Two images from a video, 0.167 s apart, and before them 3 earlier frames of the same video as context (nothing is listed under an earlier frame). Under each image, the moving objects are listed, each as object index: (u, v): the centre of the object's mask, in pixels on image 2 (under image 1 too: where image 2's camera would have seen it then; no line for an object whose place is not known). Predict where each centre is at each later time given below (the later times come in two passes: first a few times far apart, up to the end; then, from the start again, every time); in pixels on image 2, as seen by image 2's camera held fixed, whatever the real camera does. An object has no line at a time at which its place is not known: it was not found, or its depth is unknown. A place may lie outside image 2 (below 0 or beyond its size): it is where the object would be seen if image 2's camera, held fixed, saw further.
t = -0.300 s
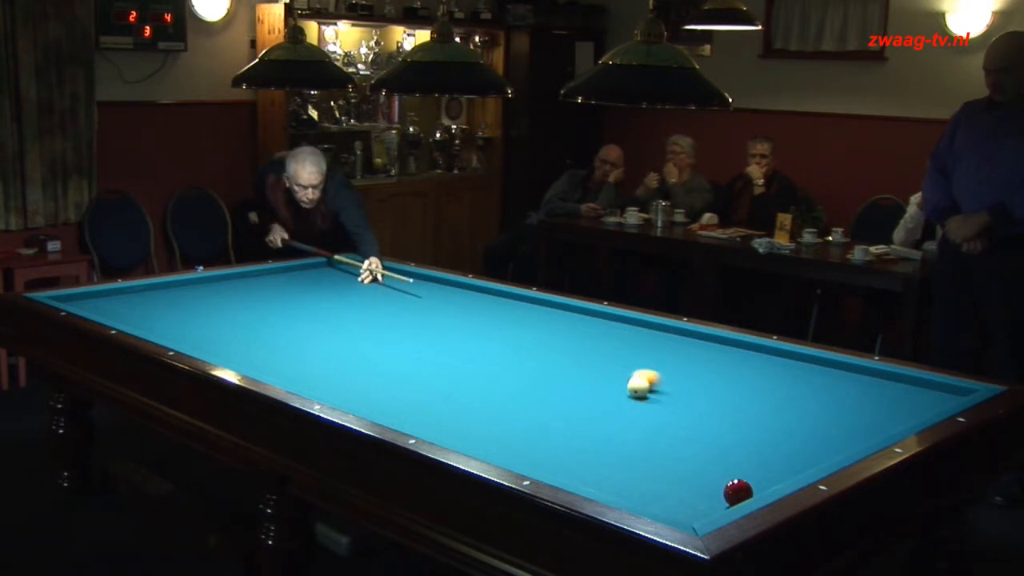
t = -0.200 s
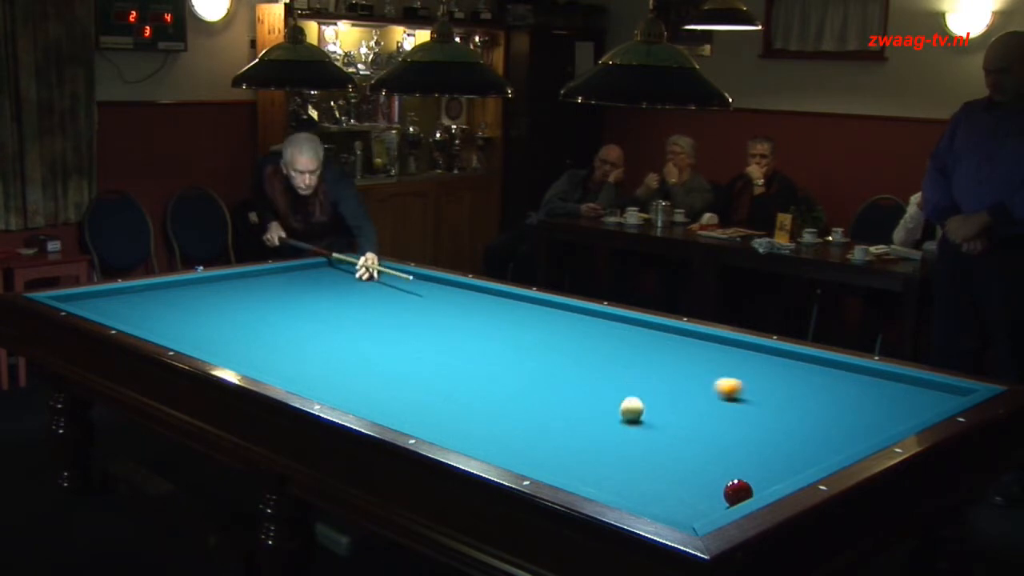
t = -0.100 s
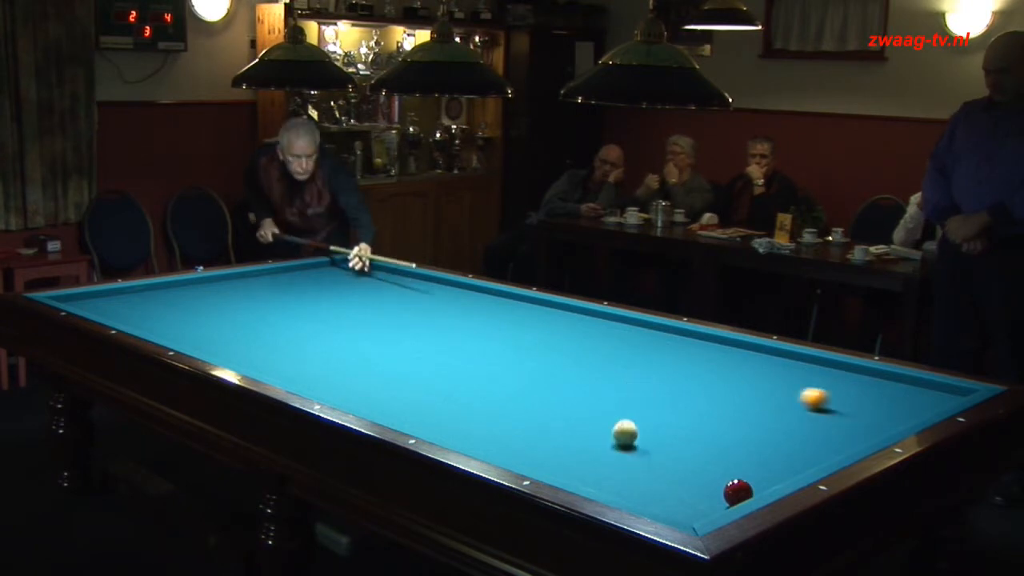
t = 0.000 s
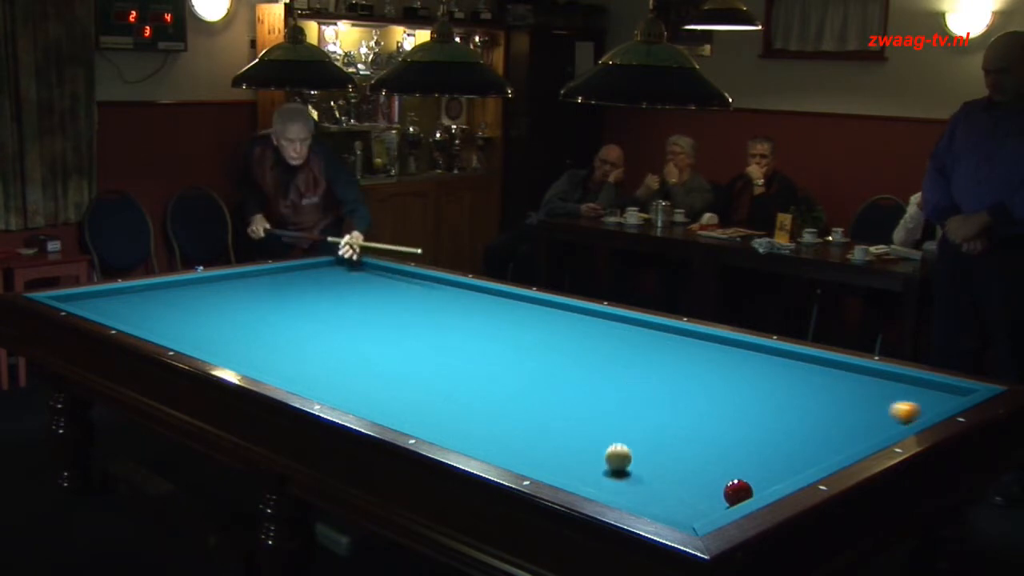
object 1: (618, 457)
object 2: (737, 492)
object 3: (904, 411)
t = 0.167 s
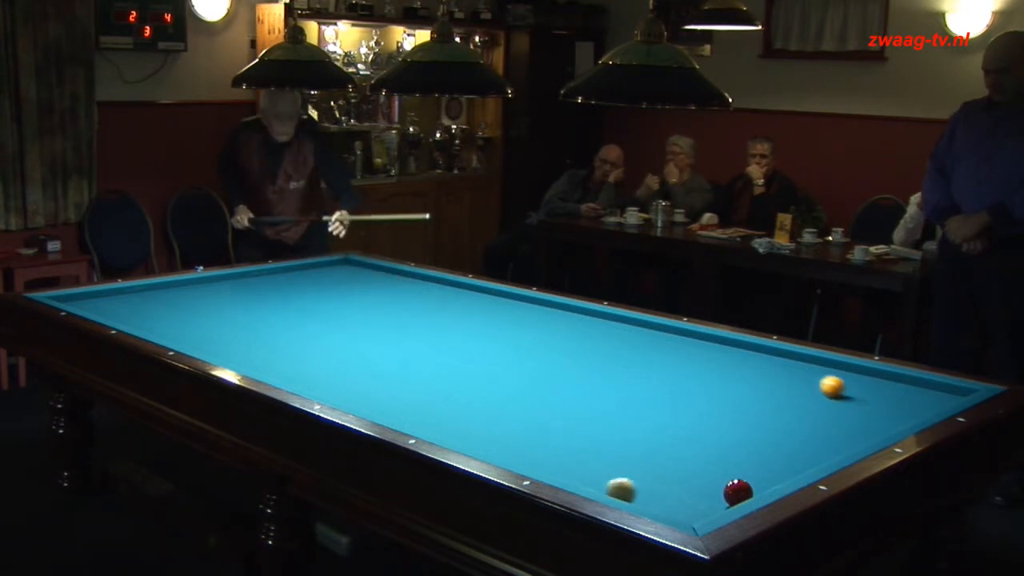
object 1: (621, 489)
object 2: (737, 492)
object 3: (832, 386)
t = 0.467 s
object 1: (728, 470)
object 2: (728, 490)
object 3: (721, 350)
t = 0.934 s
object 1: (798, 445)
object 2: (675, 474)
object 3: (596, 316)
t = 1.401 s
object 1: (855, 420)
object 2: (629, 460)
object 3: (473, 296)
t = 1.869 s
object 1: (903, 398)
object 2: (589, 447)
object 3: (368, 279)
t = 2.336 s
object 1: (925, 385)
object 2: (555, 436)
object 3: (293, 269)
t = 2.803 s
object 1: (882, 390)
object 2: (525, 427)
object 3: (308, 283)
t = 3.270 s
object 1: (840, 394)
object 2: (499, 419)
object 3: (323, 298)
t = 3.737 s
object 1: (799, 398)
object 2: (478, 413)
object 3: (341, 315)
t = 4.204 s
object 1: (761, 402)
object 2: (460, 407)
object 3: (359, 333)
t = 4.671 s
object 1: (724, 407)
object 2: (445, 403)
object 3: (379, 353)
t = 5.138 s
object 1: (689, 410)
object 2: (434, 399)
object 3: (402, 375)
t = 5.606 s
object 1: (657, 414)
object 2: (439, 404)
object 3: (414, 392)
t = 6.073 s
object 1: (627, 418)
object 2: (461, 418)
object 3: (408, 396)
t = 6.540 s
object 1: (601, 421)
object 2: (484, 433)
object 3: (403, 400)
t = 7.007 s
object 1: (577, 423)
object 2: (507, 447)
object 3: (401, 402)
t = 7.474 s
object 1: (557, 426)
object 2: (530, 458)
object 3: (399, 404)
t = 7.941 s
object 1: (541, 428)
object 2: (556, 469)
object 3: (399, 404)
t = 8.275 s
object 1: (531, 429)
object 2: (577, 475)
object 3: (399, 404)
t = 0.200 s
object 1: (639, 490)
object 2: (737, 492)
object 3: (815, 381)
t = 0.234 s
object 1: (656, 489)
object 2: (737, 492)
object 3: (801, 377)
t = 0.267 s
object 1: (674, 488)
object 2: (737, 492)
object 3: (786, 372)
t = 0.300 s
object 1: (690, 487)
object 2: (737, 492)
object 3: (773, 368)
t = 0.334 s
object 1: (705, 486)
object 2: (737, 491)
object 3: (761, 364)
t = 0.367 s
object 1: (713, 484)
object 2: (742, 491)
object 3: (750, 360)
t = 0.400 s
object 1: (716, 480)
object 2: (737, 491)
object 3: (740, 356)
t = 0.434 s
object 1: (719, 475)
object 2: (732, 491)
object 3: (730, 353)
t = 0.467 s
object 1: (728, 470)
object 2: (728, 490)
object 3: (721, 350)
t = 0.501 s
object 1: (735, 471)
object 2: (724, 489)
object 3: (712, 346)
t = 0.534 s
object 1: (740, 471)
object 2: (720, 488)
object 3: (704, 343)
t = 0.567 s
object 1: (744, 469)
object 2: (716, 485)
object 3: (695, 340)
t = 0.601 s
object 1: (750, 467)
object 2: (712, 485)
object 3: (686, 337)
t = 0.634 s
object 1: (755, 464)
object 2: (708, 484)
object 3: (678, 334)
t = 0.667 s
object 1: (760, 462)
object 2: (704, 482)
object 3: (670, 331)
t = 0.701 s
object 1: (765, 460)
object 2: (700, 481)
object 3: (662, 329)
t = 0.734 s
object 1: (770, 458)
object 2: (697, 480)
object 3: (654, 326)
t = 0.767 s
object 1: (775, 456)
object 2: (693, 479)
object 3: (646, 323)
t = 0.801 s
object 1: (779, 454)
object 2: (689, 478)
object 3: (636, 322)
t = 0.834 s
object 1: (785, 451)
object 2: (686, 477)
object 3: (625, 320)
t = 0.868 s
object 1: (789, 449)
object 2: (682, 476)
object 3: (615, 318)
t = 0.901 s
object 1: (794, 447)
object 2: (679, 475)
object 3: (605, 317)
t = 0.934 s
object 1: (798, 445)
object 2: (675, 474)
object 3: (596, 316)
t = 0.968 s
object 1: (803, 443)
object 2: (671, 473)
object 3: (586, 314)
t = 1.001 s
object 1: (807, 441)
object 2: (668, 472)
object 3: (577, 313)
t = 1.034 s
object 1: (811, 439)
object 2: (664, 470)
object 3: (568, 311)
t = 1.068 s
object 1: (816, 438)
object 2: (661, 469)
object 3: (559, 310)
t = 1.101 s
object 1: (820, 435)
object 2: (658, 468)
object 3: (550, 308)
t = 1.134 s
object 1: (824, 434)
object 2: (654, 468)
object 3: (540, 307)
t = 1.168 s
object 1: (828, 432)
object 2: (651, 466)
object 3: (531, 305)
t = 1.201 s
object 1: (832, 430)
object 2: (648, 466)
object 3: (523, 304)
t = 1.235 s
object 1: (836, 428)
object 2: (645, 465)
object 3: (514, 303)
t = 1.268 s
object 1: (840, 426)
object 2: (641, 464)
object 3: (506, 301)
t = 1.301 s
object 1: (844, 424)
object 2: (638, 462)
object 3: (497, 300)
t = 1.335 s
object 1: (848, 423)
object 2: (635, 462)
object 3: (489, 298)
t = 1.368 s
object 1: (851, 421)
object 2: (632, 461)
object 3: (481, 297)
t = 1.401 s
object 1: (855, 420)
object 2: (629, 460)
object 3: (473, 296)
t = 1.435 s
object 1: (859, 418)
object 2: (626, 459)
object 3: (464, 295)
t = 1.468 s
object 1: (863, 416)
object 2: (623, 458)
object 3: (457, 293)
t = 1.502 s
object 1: (866, 415)
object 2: (620, 457)
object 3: (449, 292)
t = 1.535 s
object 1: (870, 413)
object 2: (617, 456)
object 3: (441, 291)
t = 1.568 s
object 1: (873, 412)
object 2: (614, 455)
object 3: (433, 290)
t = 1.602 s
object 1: (877, 410)
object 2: (611, 454)
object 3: (426, 288)
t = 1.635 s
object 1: (880, 409)
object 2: (608, 453)
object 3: (418, 287)
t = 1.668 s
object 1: (884, 407)
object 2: (605, 453)
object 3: (410, 286)
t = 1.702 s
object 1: (887, 406)
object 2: (602, 451)
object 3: (403, 285)
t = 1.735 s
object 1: (890, 404)
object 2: (600, 451)
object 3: (396, 284)
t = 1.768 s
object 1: (893, 403)
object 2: (597, 450)
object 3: (388, 282)
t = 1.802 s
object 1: (896, 401)
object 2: (594, 449)
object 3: (382, 281)
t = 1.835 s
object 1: (900, 400)
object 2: (592, 448)
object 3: (374, 280)
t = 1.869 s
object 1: (903, 398)
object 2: (589, 447)
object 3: (368, 279)
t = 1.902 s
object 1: (906, 397)
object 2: (586, 446)
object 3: (361, 278)
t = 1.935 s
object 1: (909, 396)
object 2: (584, 446)
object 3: (354, 277)
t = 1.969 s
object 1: (912, 394)
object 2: (581, 445)
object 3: (347, 276)
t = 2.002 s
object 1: (915, 393)
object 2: (579, 444)
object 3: (341, 275)
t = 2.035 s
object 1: (918, 391)
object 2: (576, 443)
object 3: (334, 274)
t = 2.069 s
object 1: (921, 390)
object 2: (574, 442)
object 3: (328, 273)
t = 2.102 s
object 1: (924, 389)
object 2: (571, 442)
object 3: (321, 272)
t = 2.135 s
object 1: (926, 388)
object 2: (569, 441)
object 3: (315, 271)
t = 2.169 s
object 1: (929, 386)
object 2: (566, 440)
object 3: (309, 270)
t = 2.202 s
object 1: (932, 385)
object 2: (564, 439)
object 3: (302, 269)
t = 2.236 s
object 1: (935, 384)
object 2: (562, 439)
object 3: (296, 268)
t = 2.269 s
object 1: (932, 384)
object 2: (559, 438)
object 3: (290, 267)
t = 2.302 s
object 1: (928, 385)
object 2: (557, 437)
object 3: (292, 268)
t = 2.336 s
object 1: (925, 385)
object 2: (555, 436)
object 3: (293, 269)
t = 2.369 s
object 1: (922, 385)
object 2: (552, 436)
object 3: (295, 270)
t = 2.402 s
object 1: (919, 385)
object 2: (550, 435)
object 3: (296, 271)
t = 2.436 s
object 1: (915, 386)
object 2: (548, 434)
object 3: (297, 272)
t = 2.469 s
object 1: (913, 386)
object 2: (546, 434)
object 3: (298, 273)
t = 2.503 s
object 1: (910, 386)
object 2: (543, 433)
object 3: (299, 274)
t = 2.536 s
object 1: (907, 387)
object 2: (541, 432)
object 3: (300, 275)
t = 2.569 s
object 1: (903, 387)
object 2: (539, 432)
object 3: (301, 276)
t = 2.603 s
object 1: (900, 387)
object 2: (537, 431)
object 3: (302, 277)
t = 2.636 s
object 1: (897, 388)
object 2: (535, 430)
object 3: (303, 278)
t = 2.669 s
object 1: (894, 388)
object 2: (533, 430)
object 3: (304, 279)
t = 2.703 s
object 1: (891, 389)
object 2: (531, 429)
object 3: (305, 280)
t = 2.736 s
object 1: (888, 389)
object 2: (529, 428)
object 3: (306, 281)
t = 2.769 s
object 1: (885, 389)
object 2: (527, 428)
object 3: (307, 282)
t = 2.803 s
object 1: (882, 390)
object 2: (525, 427)
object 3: (308, 283)
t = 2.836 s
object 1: (879, 390)
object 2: (523, 427)
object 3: (309, 284)
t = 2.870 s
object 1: (876, 390)
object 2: (521, 426)
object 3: (311, 285)
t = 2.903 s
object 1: (873, 390)
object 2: (519, 425)
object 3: (312, 286)
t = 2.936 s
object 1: (869, 391)
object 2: (517, 425)
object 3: (313, 287)
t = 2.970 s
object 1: (867, 391)
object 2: (515, 424)
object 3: (314, 288)
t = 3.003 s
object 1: (864, 392)
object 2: (513, 424)
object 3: (315, 289)
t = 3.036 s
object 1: (861, 392)
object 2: (511, 423)
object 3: (316, 290)
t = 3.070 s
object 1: (858, 392)
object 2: (510, 422)
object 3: (317, 291)
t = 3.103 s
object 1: (854, 392)
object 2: (508, 422)
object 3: (318, 293)
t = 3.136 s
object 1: (852, 393)
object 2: (506, 421)
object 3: (319, 294)
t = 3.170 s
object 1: (848, 393)
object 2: (504, 421)
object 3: (320, 295)
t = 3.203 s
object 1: (846, 393)
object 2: (503, 420)
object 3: (322, 296)
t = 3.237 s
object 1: (843, 394)
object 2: (501, 420)
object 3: (323, 297)
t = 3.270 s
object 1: (840, 394)
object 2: (499, 419)
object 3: (323, 298)
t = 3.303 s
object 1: (837, 394)
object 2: (497, 419)
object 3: (325, 299)
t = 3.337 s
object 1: (834, 395)
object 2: (496, 418)
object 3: (326, 300)
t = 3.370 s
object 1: (831, 395)
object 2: (494, 418)
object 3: (327, 301)
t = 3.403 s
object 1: (828, 395)
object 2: (493, 417)
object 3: (328, 303)
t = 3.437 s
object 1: (826, 396)
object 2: (491, 417)
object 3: (329, 304)
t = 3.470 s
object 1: (822, 396)
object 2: (489, 416)
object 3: (330, 305)
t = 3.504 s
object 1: (820, 396)
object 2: (488, 416)
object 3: (332, 306)
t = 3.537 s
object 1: (816, 396)
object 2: (486, 415)
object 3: (333, 307)
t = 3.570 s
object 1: (813, 397)
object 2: (485, 415)
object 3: (334, 308)
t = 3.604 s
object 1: (810, 397)
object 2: (483, 414)
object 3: (335, 310)
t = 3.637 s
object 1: (808, 398)
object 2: (482, 414)
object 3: (336, 311)
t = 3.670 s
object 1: (805, 398)
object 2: (480, 414)
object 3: (338, 312)
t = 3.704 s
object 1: (802, 398)
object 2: (479, 413)
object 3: (339, 314)
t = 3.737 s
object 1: (799, 398)
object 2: (478, 413)
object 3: (341, 315)
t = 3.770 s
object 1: (797, 399)
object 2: (476, 412)
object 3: (342, 316)
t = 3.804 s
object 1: (794, 399)
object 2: (475, 412)
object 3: (343, 317)
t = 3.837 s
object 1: (791, 399)
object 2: (474, 411)
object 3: (344, 318)
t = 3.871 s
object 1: (788, 400)
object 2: (472, 411)
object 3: (345, 320)
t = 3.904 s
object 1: (785, 400)
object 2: (471, 411)
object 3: (347, 321)
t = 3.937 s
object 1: (782, 400)
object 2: (470, 410)
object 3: (348, 322)
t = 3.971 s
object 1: (780, 400)
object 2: (468, 410)
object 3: (349, 324)
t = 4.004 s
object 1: (777, 400)
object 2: (467, 409)
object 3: (351, 325)
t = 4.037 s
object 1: (774, 401)
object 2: (466, 409)
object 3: (352, 326)
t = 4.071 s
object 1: (771, 401)
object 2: (465, 409)
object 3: (353, 327)
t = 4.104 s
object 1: (769, 402)
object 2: (464, 408)
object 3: (355, 329)
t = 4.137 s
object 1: (766, 402)
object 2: (462, 408)
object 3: (356, 330)
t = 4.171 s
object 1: (764, 402)
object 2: (461, 408)
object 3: (358, 331)
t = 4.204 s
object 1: (761, 402)
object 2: (460, 407)
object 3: (359, 333)
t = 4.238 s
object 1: (758, 403)
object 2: (459, 407)
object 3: (360, 334)
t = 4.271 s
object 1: (755, 403)
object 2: (458, 407)
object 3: (362, 335)
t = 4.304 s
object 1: (753, 403)
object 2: (457, 406)
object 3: (363, 337)
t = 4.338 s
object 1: (750, 404)
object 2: (456, 406)
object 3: (365, 338)
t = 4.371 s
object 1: (747, 404)
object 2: (455, 405)
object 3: (366, 340)
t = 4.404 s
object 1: (745, 404)
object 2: (453, 405)
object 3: (367, 341)
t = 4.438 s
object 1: (742, 404)
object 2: (452, 405)
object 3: (369, 343)
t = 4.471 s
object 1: (739, 405)
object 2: (451, 405)
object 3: (370, 344)
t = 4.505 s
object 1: (737, 405)
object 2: (450, 404)
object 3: (371, 345)
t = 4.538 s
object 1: (734, 405)
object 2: (449, 404)
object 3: (373, 347)
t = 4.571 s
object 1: (732, 406)
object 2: (448, 404)
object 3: (375, 348)
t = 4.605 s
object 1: (729, 406)
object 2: (447, 403)
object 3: (376, 350)
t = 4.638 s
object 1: (727, 406)
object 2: (446, 403)
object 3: (378, 351)
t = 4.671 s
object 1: (724, 407)
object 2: (445, 403)
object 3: (379, 353)
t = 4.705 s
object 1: (721, 407)
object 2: (444, 403)
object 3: (381, 354)
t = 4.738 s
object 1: (719, 407)
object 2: (444, 402)
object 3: (382, 356)
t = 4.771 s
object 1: (716, 407)
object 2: (443, 402)
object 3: (384, 357)
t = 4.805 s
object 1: (714, 408)
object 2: (442, 402)
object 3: (385, 359)
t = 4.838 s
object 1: (711, 408)
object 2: (441, 401)
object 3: (387, 361)
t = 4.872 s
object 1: (709, 408)
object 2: (440, 401)
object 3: (389, 362)
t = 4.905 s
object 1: (706, 409)
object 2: (439, 401)
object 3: (391, 364)
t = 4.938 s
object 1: (704, 409)
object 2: (438, 401)
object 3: (392, 365)
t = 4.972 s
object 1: (702, 409)
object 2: (438, 400)
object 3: (394, 367)
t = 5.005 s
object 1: (699, 410)
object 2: (437, 400)
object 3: (395, 369)
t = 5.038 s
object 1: (696, 410)
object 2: (436, 400)
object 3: (397, 370)
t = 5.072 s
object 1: (694, 410)
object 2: (435, 400)
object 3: (399, 372)
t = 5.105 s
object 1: (691, 410)
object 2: (435, 399)
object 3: (400, 373)
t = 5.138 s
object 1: (689, 410)
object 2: (434, 399)
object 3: (402, 375)
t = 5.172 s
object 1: (687, 411)
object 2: (433, 399)
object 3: (404, 377)
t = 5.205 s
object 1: (684, 411)
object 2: (433, 399)
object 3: (406, 378)
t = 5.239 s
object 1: (682, 411)
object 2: (432, 398)
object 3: (408, 380)
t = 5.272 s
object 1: (680, 411)
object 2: (431, 398)
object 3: (409, 382)
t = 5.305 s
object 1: (677, 412)
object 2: (431, 398)
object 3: (411, 383)
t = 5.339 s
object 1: (675, 412)
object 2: (431, 398)
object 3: (413, 385)
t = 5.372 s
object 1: (673, 412)
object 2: (430, 398)
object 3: (414, 386)
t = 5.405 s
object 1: (670, 412)
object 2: (429, 398)
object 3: (415, 388)
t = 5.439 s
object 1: (668, 413)
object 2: (429, 398)
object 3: (416, 389)
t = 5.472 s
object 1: (666, 413)
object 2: (431, 399)
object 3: (416, 389)
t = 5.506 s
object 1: (663, 413)
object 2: (434, 400)
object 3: (416, 390)
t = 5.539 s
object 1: (661, 414)
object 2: (435, 402)
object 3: (416, 391)
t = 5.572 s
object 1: (659, 414)
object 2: (437, 403)
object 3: (415, 391)
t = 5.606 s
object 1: (657, 414)
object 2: (439, 404)
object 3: (414, 392)
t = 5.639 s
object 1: (654, 414)
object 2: (440, 405)
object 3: (414, 392)
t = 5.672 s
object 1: (652, 414)
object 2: (442, 405)
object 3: (413, 392)
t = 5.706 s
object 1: (650, 415)
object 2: (443, 407)
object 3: (413, 393)
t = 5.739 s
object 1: (648, 415)
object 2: (445, 408)
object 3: (412, 393)
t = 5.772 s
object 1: (646, 415)
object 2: (446, 409)
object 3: (412, 393)
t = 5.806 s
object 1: (643, 415)
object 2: (448, 410)
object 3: (411, 394)
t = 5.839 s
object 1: (642, 416)
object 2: (449, 411)
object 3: (411, 394)
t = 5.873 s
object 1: (639, 416)
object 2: (451, 412)
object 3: (410, 394)
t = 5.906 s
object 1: (637, 416)
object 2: (453, 413)
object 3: (410, 394)
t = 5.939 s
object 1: (635, 416)
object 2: (455, 414)
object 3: (410, 395)
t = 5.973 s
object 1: (633, 417)
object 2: (456, 415)
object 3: (409, 395)
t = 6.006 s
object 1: (631, 417)
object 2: (458, 416)
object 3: (409, 396)
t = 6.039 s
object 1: (629, 417)
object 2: (459, 417)
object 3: (409, 396)
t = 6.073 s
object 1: (627, 418)
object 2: (461, 418)
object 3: (408, 396)
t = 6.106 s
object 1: (625, 418)
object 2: (463, 419)
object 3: (407, 397)
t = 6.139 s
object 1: (623, 418)
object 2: (464, 420)
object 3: (407, 397)
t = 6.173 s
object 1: (621, 418)
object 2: (466, 421)
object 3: (407, 397)
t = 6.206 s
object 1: (619, 418)
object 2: (468, 422)
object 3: (407, 397)
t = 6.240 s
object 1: (617, 418)
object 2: (469, 423)
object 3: (406, 397)
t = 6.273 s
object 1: (615, 419)
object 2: (471, 425)
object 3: (406, 398)
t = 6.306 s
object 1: (613, 419)
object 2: (473, 426)
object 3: (405, 398)
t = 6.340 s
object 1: (612, 419)
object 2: (474, 427)
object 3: (405, 398)
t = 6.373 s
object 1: (610, 419)
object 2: (476, 428)
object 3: (405, 398)
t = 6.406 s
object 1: (608, 420)
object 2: (478, 428)
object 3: (405, 398)
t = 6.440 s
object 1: (606, 420)
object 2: (479, 430)
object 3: (404, 399)
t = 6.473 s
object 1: (604, 420)
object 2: (481, 431)
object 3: (404, 399)
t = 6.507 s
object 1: (602, 421)
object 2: (482, 432)
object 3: (404, 399)
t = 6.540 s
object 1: (601, 421)
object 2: (484, 433)
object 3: (403, 400)
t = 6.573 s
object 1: (599, 421)
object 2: (486, 434)
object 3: (404, 400)
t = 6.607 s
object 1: (597, 421)
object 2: (488, 435)
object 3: (403, 400)
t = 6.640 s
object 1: (595, 421)
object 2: (489, 436)
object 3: (403, 400)
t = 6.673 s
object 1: (594, 421)
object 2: (491, 437)
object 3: (402, 400)
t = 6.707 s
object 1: (592, 421)
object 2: (492, 438)
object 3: (402, 401)
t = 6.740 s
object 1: (590, 422)
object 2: (494, 439)
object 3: (402, 401)
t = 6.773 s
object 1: (589, 422)
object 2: (496, 440)
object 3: (402, 401)
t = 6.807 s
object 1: (587, 422)
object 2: (498, 441)
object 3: (402, 401)
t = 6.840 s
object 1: (586, 423)
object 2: (499, 442)
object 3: (401, 401)
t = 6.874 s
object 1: (584, 423)
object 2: (501, 443)
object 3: (401, 401)
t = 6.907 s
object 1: (582, 423)
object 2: (502, 444)
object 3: (401, 402)
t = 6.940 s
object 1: (581, 423)
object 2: (504, 445)
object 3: (401, 402)
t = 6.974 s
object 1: (579, 423)
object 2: (506, 446)
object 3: (401, 402)
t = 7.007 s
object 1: (577, 423)
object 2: (507, 447)
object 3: (401, 402)
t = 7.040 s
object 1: (576, 424)
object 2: (509, 447)
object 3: (401, 402)
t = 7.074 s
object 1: (575, 424)
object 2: (511, 448)
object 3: (400, 402)
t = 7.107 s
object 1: (573, 424)
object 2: (512, 449)
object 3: (400, 402)
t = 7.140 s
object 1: (571, 424)
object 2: (514, 450)
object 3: (400, 403)
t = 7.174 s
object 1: (570, 424)
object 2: (515, 451)
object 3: (400, 403)
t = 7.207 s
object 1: (568, 424)
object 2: (517, 451)
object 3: (400, 403)
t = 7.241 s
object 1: (567, 425)
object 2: (519, 452)
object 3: (400, 403)
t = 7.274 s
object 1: (565, 425)
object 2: (520, 453)
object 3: (399, 403)
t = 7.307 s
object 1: (564, 425)
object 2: (522, 454)
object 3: (399, 403)
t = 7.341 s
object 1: (563, 425)
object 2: (524, 455)
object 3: (399, 403)
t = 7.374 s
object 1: (561, 425)
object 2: (525, 456)
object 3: (399, 403)
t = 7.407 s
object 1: (560, 426)
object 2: (527, 457)
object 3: (399, 404)
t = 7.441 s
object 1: (558, 426)
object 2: (529, 457)
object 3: (399, 404)
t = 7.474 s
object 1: (557, 426)
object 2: (530, 458)
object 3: (399, 404)
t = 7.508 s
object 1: (556, 426)
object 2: (532, 459)
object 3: (399, 404)
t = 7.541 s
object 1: (555, 426)
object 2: (534, 460)
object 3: (399, 404)
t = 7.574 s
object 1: (554, 426)
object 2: (535, 461)
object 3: (398, 404)
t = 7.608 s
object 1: (552, 426)
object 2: (537, 462)
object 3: (399, 404)
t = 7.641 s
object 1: (551, 427)
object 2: (538, 462)
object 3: (399, 404)
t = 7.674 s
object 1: (550, 427)
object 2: (540, 463)
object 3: (399, 404)
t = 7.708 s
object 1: (549, 427)
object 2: (541, 464)
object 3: (399, 404)
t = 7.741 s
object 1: (547, 427)
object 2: (543, 465)
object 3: (399, 404)
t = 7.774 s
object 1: (546, 427)
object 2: (545, 465)
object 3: (399, 404)
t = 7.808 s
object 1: (545, 428)
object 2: (547, 466)
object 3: (399, 404)
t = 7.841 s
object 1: (544, 428)
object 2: (549, 467)
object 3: (399, 404)
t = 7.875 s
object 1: (543, 428)
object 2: (551, 467)
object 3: (399, 404)
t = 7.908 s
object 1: (542, 428)
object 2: (553, 468)
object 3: (399, 404)
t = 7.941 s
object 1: (541, 428)
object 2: (556, 469)
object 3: (399, 404)
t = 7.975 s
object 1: (539, 428)
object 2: (557, 469)
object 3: (399, 404)
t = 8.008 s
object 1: (538, 428)
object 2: (560, 470)
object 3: (399, 404)
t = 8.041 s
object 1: (537, 428)
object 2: (562, 470)
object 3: (399, 404)
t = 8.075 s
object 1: (537, 428)
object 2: (564, 471)
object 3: (399, 404)
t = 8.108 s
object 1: (536, 429)
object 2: (566, 472)
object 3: (399, 404)
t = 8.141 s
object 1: (534, 429)
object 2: (568, 472)
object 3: (399, 404)
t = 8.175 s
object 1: (534, 429)
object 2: (571, 473)
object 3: (399, 404)
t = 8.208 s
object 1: (533, 429)
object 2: (573, 473)
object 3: (399, 404)
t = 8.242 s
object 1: (532, 429)
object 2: (575, 474)
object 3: (399, 404)
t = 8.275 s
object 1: (531, 429)
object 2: (577, 475)
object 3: (399, 404)
